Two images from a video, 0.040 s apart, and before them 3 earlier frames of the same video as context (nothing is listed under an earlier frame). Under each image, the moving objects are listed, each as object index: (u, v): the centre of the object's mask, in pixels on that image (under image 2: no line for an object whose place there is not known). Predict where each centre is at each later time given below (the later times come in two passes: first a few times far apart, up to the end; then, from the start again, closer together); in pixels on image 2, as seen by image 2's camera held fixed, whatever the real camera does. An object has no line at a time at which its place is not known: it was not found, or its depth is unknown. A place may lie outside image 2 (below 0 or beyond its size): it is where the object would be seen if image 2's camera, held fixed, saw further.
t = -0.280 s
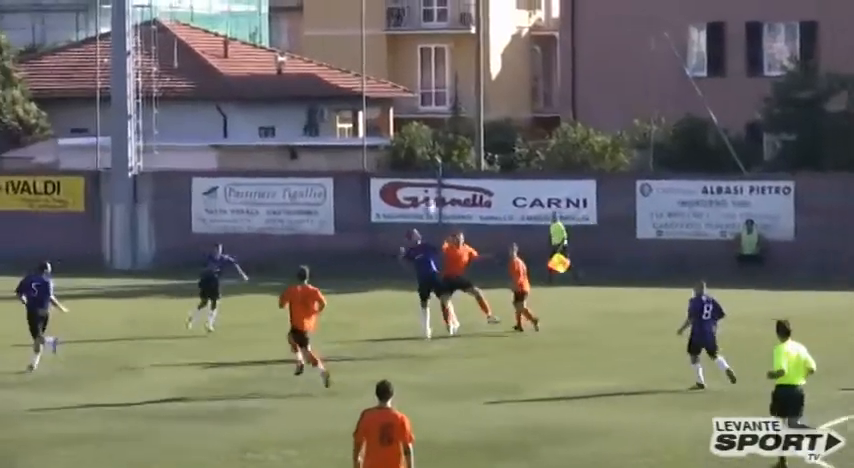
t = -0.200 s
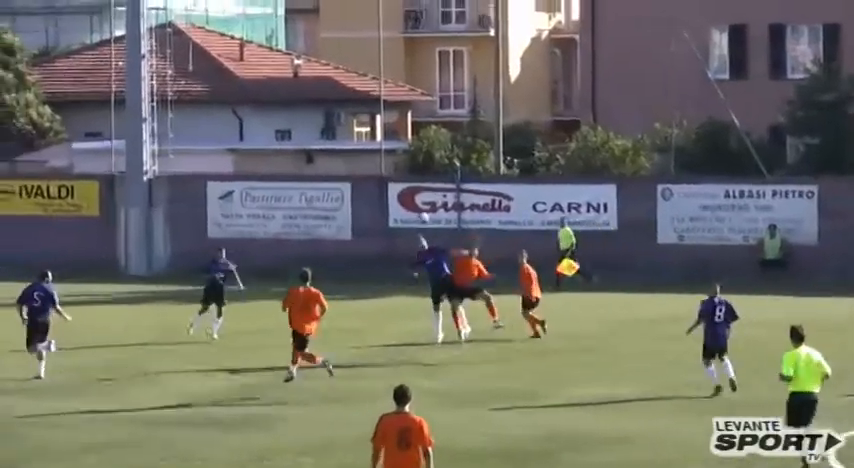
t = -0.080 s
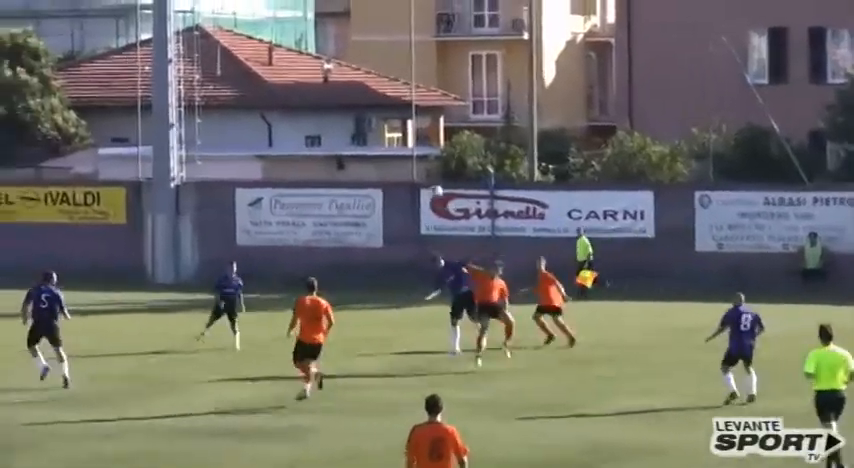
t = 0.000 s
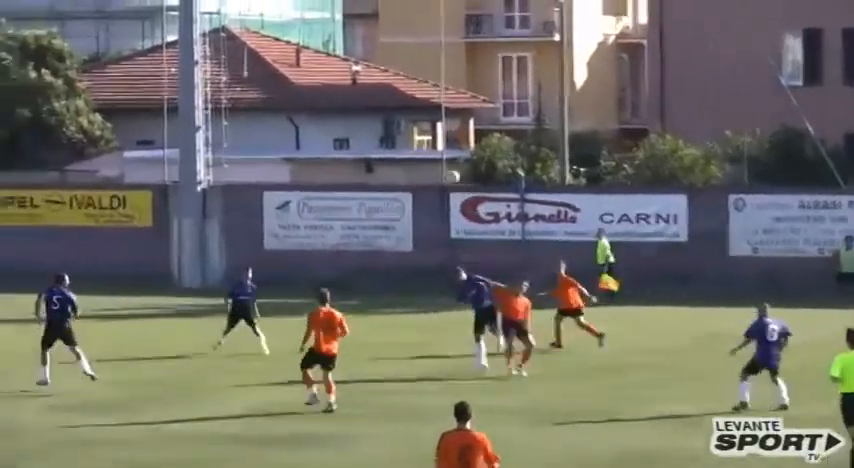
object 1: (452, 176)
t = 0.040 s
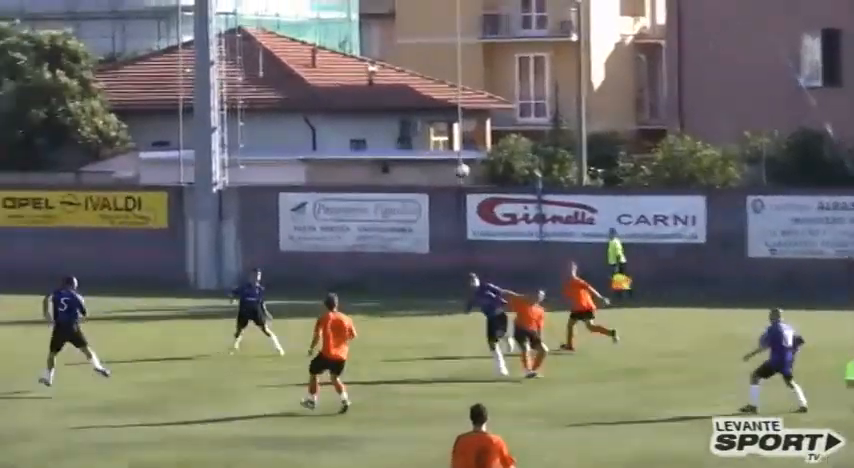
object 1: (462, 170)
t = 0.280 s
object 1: (414, 148)
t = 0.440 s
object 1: (382, 155)
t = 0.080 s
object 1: (455, 163)
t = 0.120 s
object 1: (448, 158)
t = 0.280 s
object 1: (414, 148)
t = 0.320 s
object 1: (408, 148)
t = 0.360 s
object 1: (400, 149)
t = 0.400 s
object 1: (389, 151)
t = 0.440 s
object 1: (382, 155)
